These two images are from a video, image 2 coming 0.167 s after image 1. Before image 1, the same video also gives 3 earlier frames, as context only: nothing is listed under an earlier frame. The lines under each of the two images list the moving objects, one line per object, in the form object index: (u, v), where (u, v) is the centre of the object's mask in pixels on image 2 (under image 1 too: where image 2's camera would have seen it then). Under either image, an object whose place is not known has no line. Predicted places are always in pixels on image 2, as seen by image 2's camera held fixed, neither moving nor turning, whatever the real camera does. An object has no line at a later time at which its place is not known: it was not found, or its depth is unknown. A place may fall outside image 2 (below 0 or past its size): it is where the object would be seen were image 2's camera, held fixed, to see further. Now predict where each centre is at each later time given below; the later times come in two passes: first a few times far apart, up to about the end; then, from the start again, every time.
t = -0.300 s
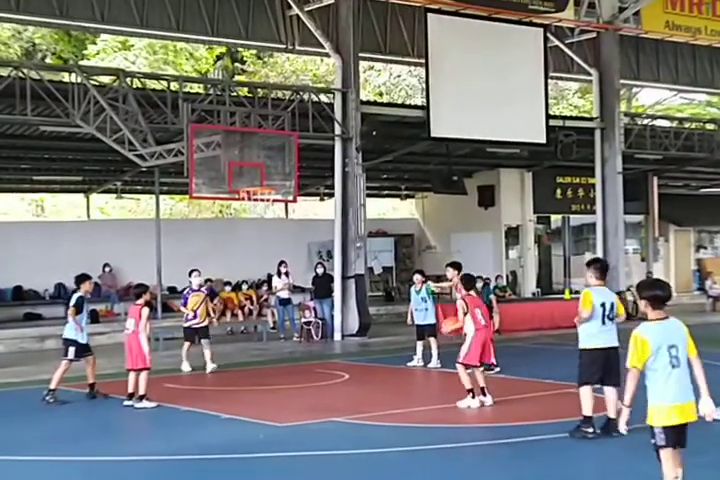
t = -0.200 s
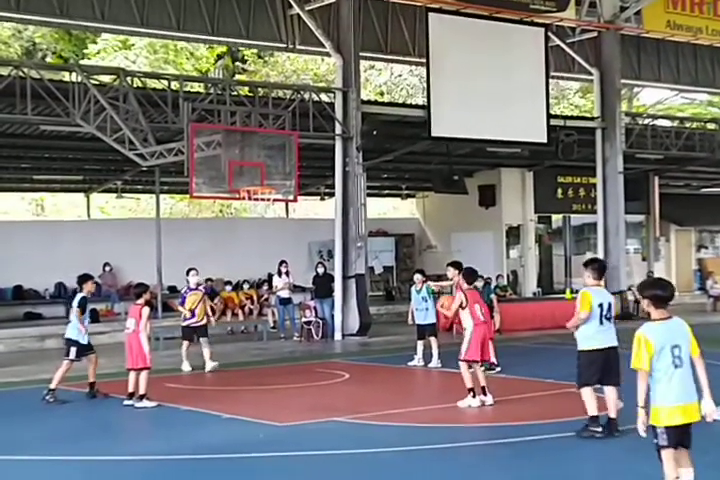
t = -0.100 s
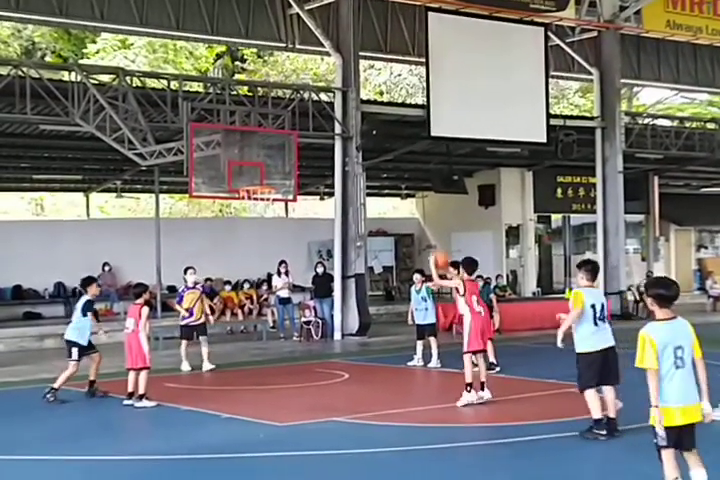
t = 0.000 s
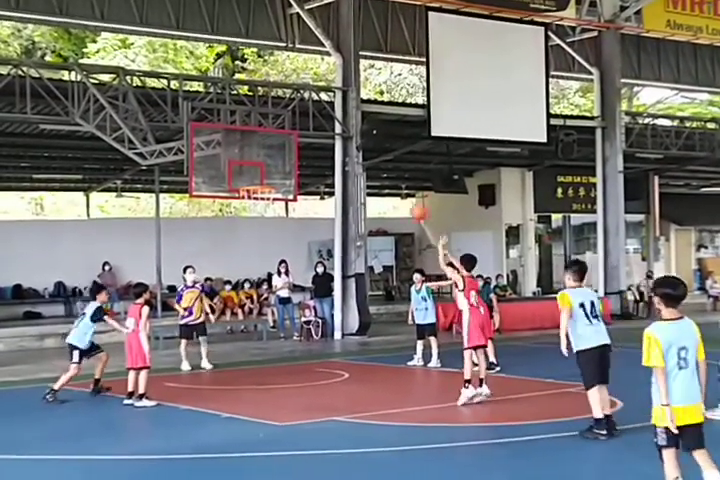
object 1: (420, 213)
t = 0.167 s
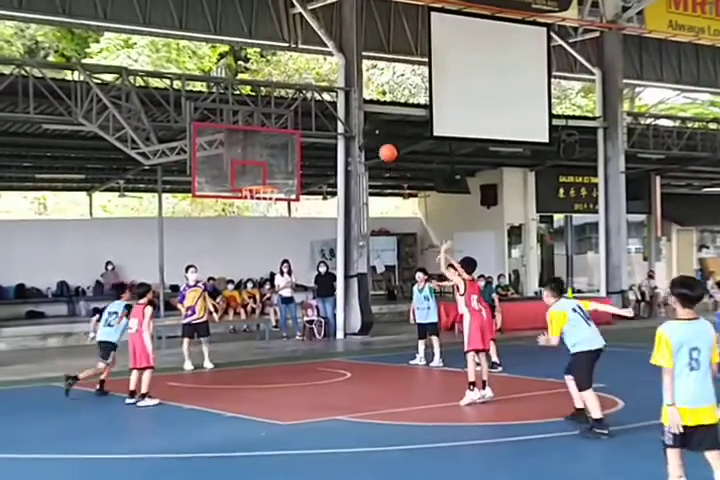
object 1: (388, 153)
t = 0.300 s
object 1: (364, 126)
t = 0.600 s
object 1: (318, 115)
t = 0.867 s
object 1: (281, 157)
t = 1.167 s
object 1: (297, 171)
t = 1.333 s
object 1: (327, 180)
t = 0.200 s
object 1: (381, 144)
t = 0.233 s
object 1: (375, 137)
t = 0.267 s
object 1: (370, 131)
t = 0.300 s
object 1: (364, 126)
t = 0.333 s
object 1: (359, 120)
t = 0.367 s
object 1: (354, 118)
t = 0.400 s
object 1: (349, 115)
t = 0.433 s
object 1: (343, 113)
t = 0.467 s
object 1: (337, 111)
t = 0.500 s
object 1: (332, 110)
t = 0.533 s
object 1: (327, 111)
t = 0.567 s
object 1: (322, 113)
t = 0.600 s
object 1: (318, 115)
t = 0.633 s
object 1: (313, 117)
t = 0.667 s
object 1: (309, 122)
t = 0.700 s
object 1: (303, 125)
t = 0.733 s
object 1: (299, 130)
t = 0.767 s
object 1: (295, 135)
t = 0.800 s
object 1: (291, 142)
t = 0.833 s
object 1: (286, 150)
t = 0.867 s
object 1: (281, 157)
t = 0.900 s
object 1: (278, 166)
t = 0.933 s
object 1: (274, 175)
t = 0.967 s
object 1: (271, 182)
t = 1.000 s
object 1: (272, 180)
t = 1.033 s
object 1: (274, 177)
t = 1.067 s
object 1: (279, 174)
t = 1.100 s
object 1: (286, 172)
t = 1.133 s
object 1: (291, 172)
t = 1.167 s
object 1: (297, 171)
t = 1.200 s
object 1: (303, 171)
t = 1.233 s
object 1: (309, 172)
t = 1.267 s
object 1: (315, 174)
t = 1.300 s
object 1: (322, 176)
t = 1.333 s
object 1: (327, 180)
